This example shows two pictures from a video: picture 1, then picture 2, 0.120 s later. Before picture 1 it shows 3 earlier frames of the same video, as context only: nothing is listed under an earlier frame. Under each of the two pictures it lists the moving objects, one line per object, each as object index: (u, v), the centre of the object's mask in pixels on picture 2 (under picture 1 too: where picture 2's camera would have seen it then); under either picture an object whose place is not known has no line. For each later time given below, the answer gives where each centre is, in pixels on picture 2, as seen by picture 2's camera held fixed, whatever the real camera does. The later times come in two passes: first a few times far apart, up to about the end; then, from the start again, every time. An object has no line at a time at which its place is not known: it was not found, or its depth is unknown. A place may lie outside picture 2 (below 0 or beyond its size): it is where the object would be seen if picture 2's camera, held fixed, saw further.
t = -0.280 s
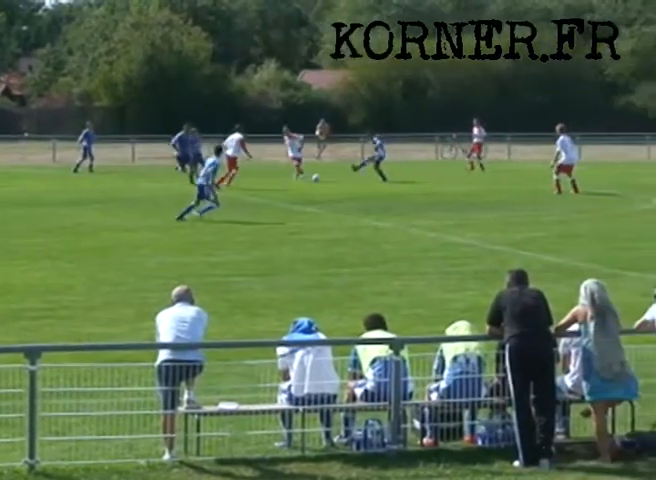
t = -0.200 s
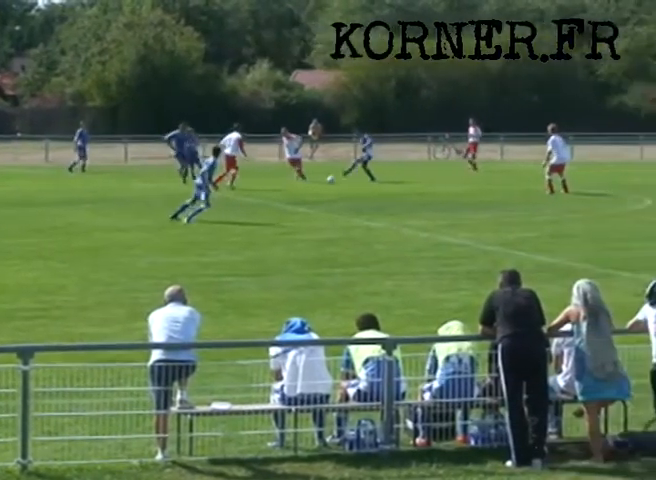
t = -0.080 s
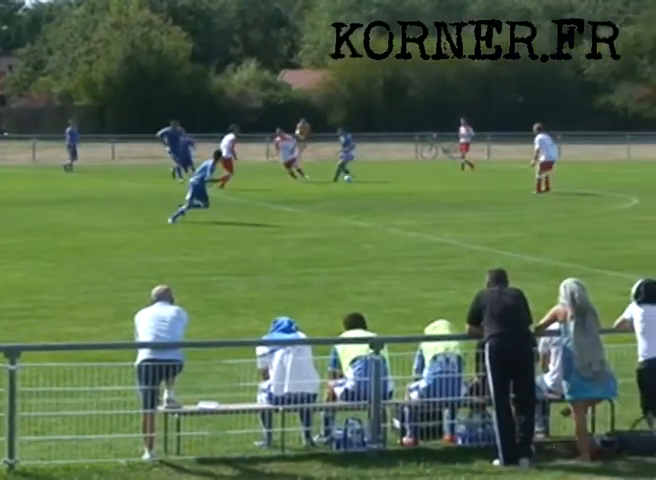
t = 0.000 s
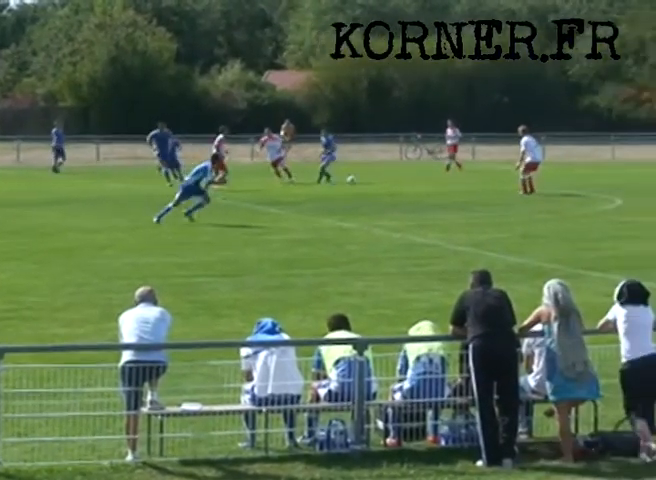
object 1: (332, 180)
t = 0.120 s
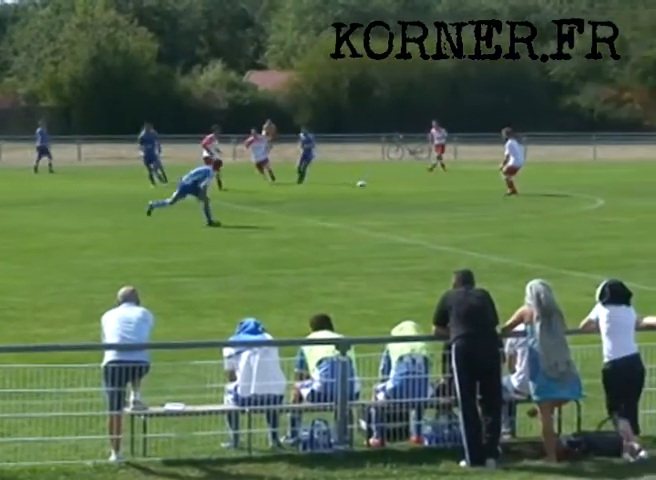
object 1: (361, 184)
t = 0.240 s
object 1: (387, 181)
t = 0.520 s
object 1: (449, 186)
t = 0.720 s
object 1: (492, 189)
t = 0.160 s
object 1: (369, 183)
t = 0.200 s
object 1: (377, 182)
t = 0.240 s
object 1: (387, 181)
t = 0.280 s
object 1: (395, 181)
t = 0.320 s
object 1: (405, 183)
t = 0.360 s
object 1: (414, 185)
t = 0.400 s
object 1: (423, 186)
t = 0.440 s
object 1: (432, 186)
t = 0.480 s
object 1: (440, 186)
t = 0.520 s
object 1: (449, 186)
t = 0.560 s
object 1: (457, 187)
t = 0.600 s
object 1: (467, 189)
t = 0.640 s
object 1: (475, 189)
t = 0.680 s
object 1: (484, 189)
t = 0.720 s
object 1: (492, 189)
